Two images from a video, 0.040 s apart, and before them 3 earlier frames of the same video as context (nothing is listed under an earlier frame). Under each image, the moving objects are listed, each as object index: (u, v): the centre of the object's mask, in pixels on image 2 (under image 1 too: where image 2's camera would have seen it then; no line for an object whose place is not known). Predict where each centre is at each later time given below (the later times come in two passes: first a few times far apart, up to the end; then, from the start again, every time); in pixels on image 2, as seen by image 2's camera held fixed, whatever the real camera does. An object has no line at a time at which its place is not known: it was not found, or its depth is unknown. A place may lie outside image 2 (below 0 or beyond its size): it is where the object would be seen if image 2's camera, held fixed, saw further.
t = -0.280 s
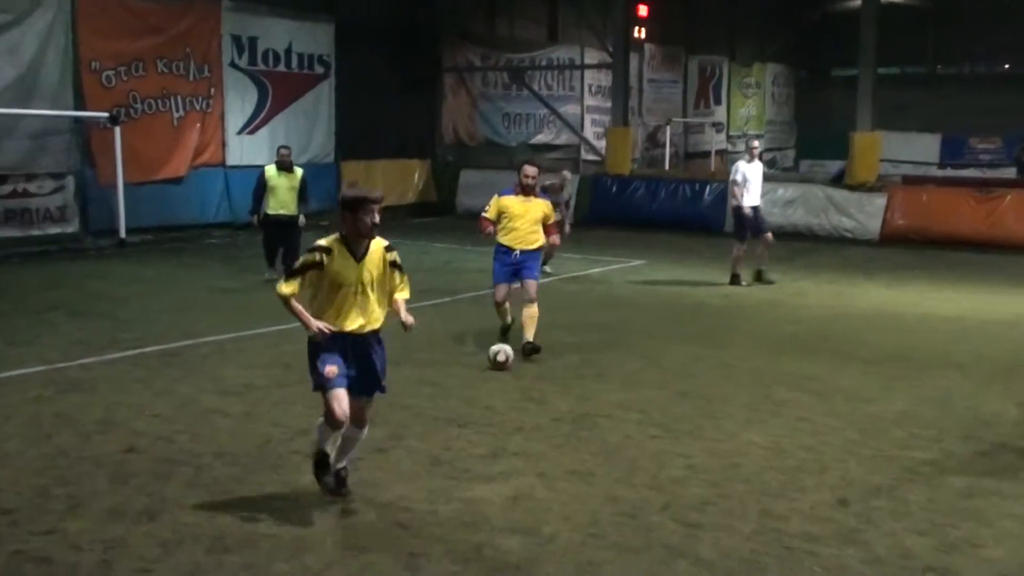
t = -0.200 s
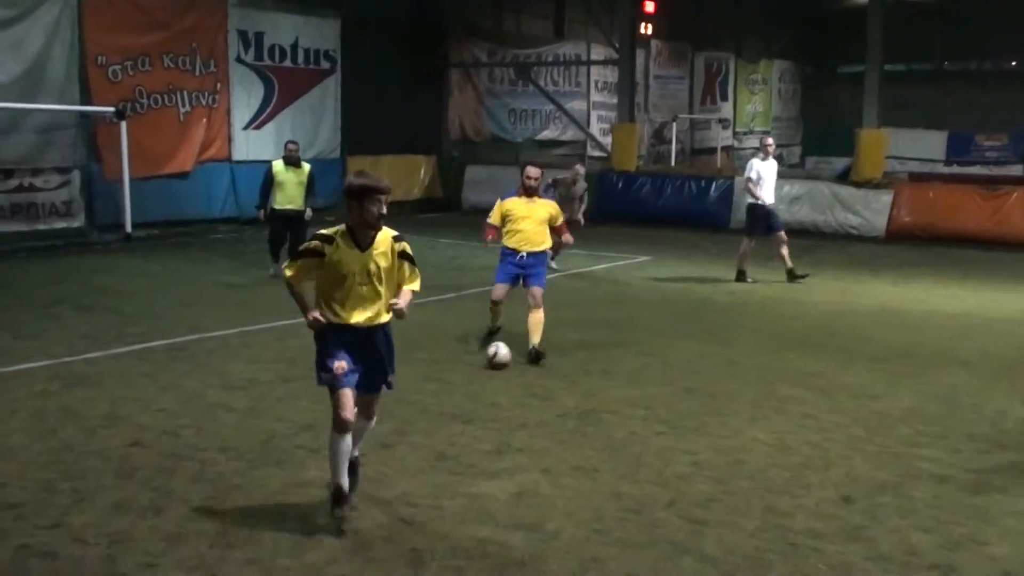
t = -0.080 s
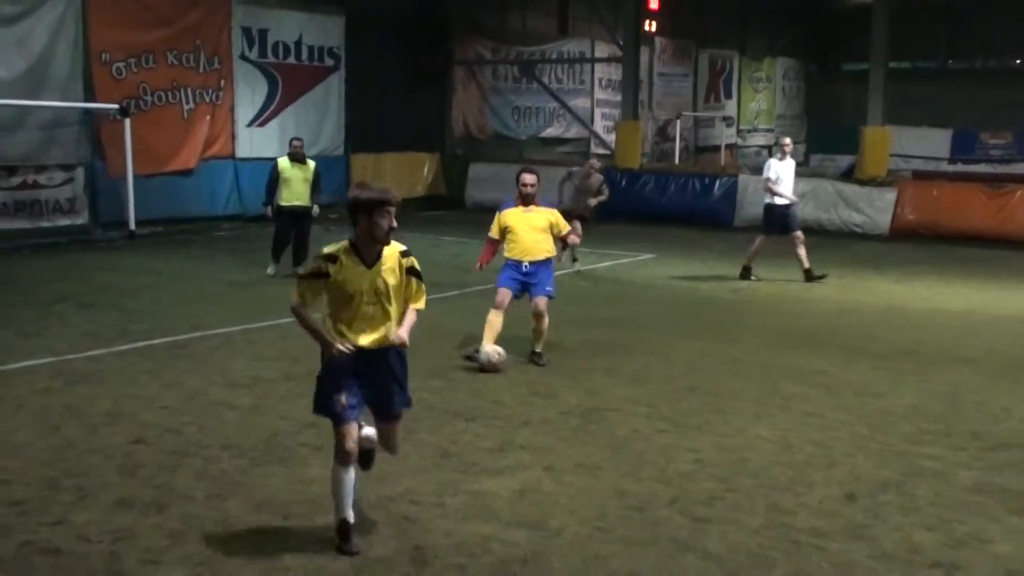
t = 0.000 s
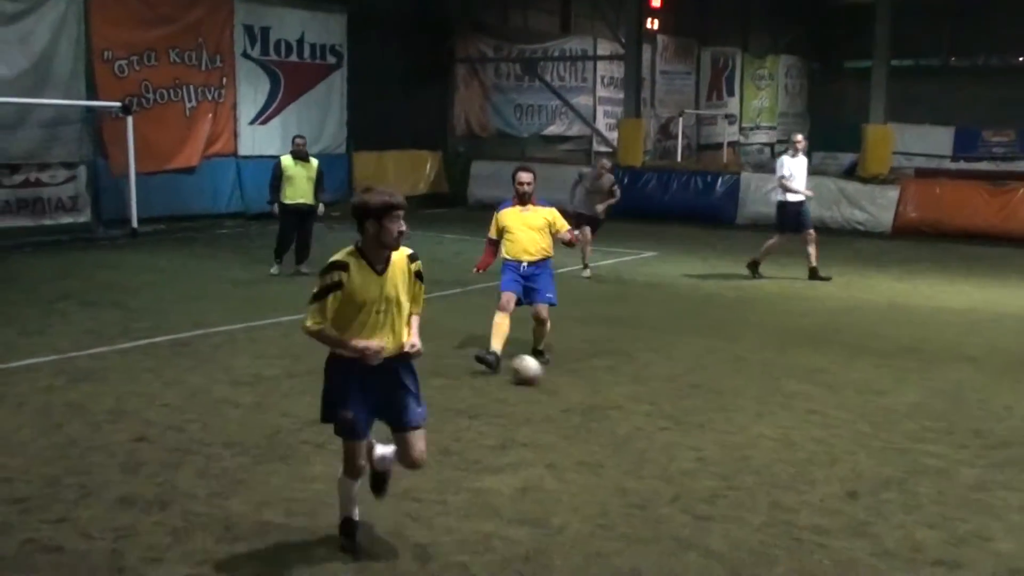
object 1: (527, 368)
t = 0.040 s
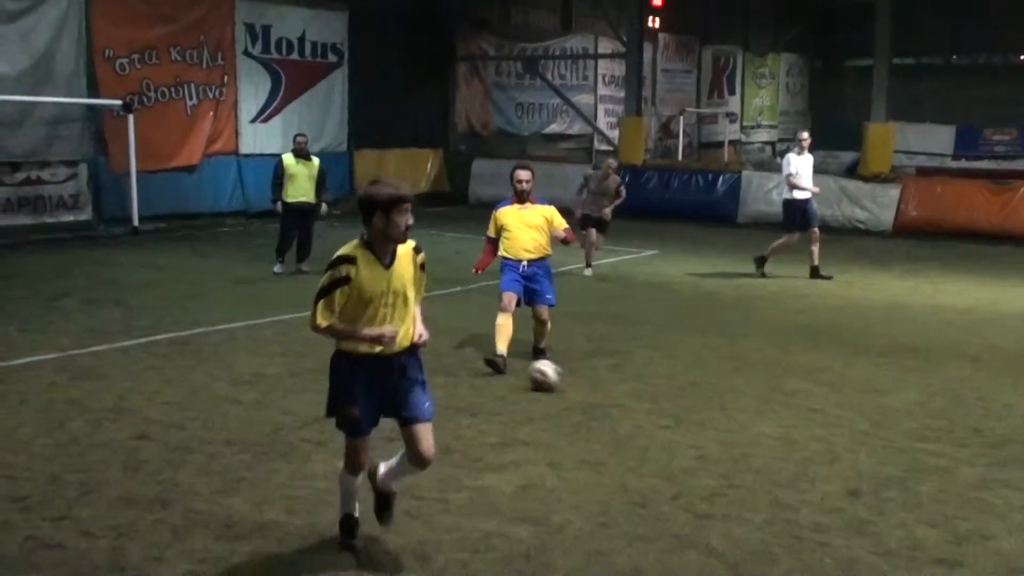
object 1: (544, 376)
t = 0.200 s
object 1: (616, 407)
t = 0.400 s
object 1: (712, 452)
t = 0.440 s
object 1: (730, 461)
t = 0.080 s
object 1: (561, 383)
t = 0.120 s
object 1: (579, 391)
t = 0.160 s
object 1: (597, 400)
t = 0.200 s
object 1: (616, 407)
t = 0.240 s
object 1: (635, 417)
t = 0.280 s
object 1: (653, 425)
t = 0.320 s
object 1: (672, 433)
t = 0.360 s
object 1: (693, 443)
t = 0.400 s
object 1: (712, 452)
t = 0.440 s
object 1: (730, 461)
